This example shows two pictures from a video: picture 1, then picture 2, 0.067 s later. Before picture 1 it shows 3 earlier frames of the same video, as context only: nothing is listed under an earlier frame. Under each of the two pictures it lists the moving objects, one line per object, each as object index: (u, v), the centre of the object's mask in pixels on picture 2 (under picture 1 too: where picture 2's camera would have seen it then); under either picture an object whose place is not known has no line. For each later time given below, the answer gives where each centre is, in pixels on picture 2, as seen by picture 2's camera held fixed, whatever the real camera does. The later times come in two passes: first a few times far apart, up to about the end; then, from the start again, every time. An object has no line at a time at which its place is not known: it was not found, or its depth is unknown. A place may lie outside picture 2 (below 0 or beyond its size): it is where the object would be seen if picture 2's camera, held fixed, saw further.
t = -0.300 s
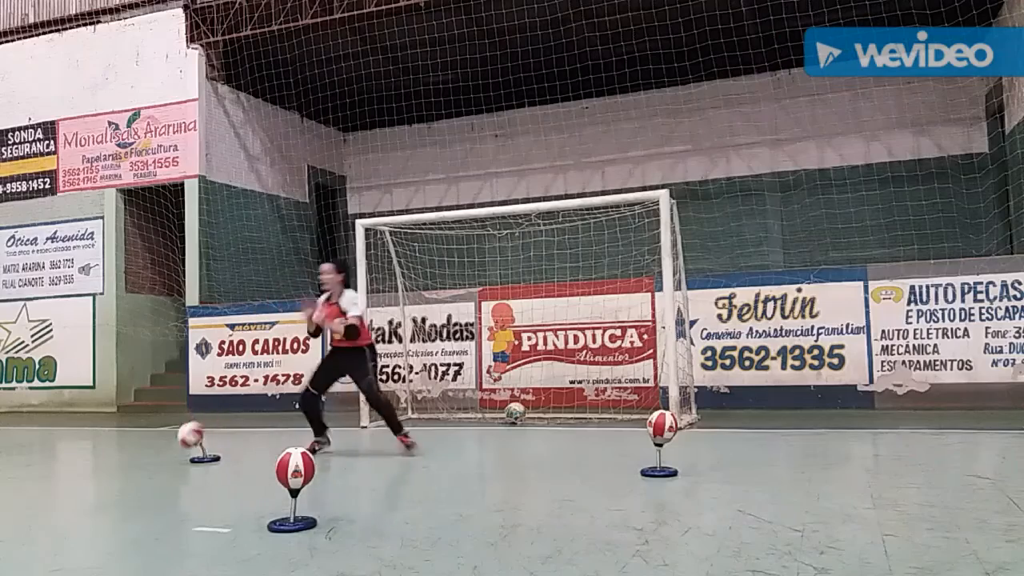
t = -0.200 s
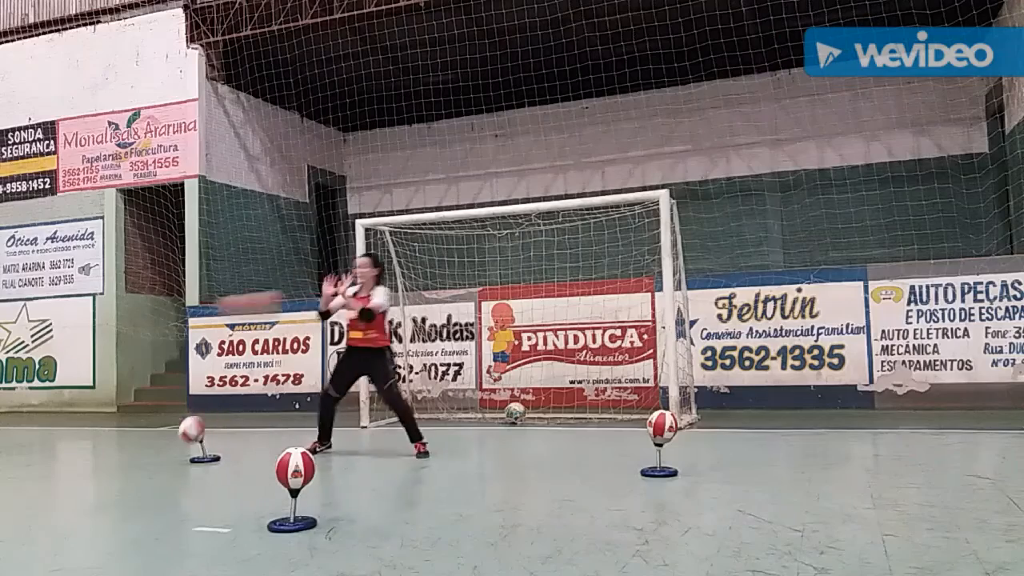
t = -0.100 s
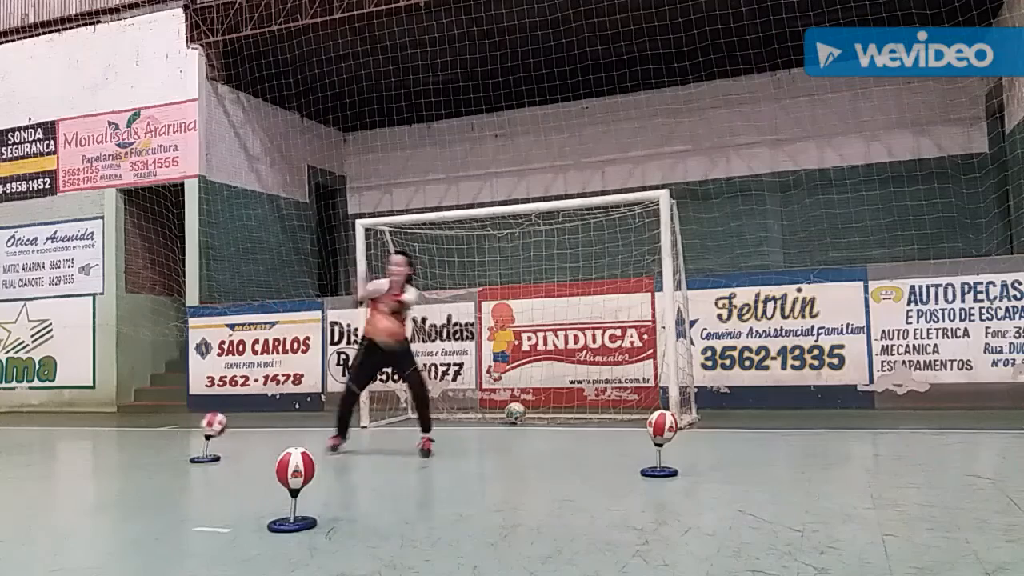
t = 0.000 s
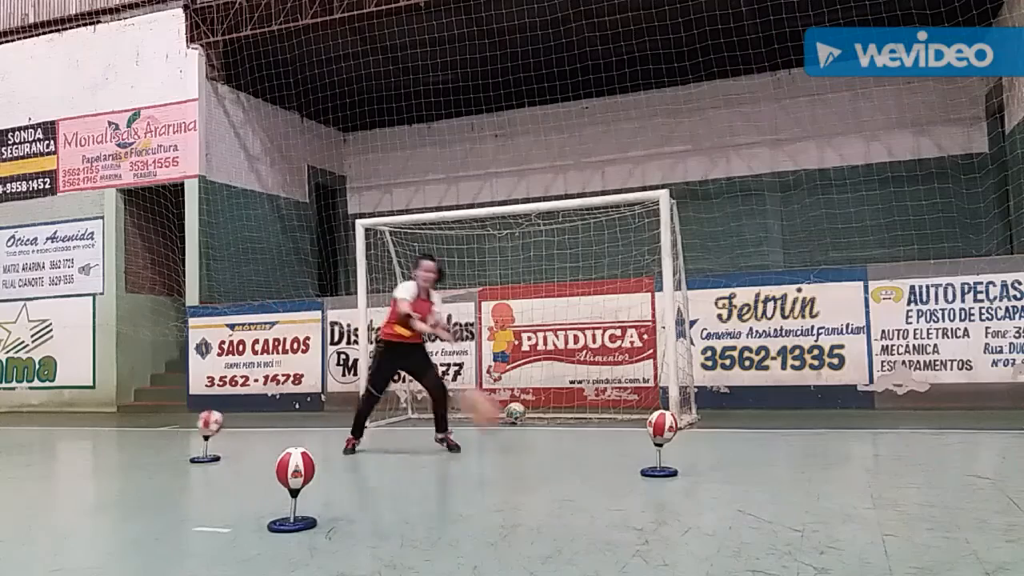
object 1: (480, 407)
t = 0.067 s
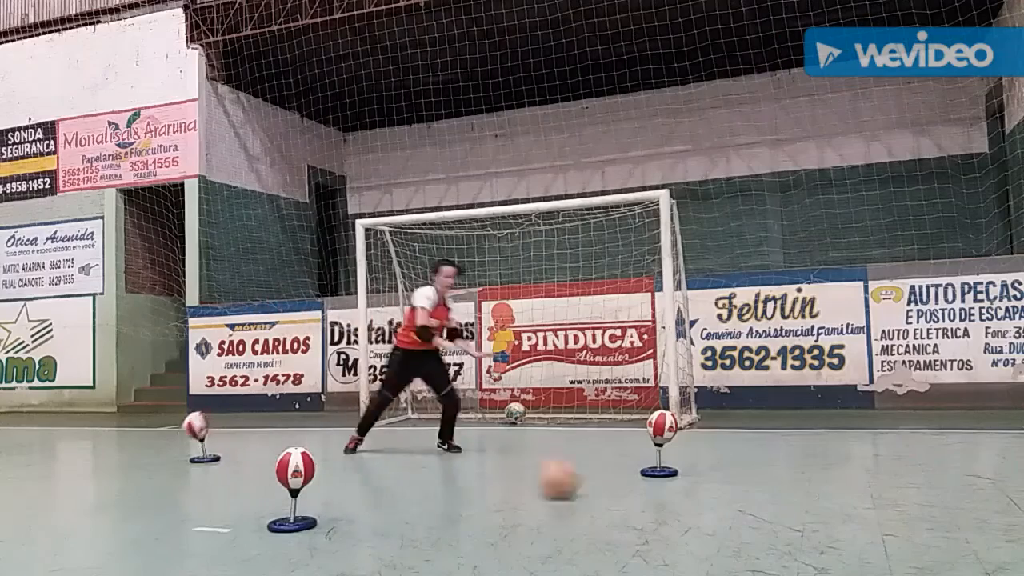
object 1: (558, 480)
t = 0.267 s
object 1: (715, 405)
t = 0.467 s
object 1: (983, 404)
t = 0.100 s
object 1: (581, 467)
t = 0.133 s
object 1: (603, 450)
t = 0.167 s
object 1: (627, 436)
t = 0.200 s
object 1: (653, 425)
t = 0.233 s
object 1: (685, 413)
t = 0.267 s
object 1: (715, 405)
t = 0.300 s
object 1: (748, 397)
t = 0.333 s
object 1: (785, 396)
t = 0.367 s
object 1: (824, 394)
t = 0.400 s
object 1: (873, 392)
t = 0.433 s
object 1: (925, 397)
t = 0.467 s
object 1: (983, 404)
